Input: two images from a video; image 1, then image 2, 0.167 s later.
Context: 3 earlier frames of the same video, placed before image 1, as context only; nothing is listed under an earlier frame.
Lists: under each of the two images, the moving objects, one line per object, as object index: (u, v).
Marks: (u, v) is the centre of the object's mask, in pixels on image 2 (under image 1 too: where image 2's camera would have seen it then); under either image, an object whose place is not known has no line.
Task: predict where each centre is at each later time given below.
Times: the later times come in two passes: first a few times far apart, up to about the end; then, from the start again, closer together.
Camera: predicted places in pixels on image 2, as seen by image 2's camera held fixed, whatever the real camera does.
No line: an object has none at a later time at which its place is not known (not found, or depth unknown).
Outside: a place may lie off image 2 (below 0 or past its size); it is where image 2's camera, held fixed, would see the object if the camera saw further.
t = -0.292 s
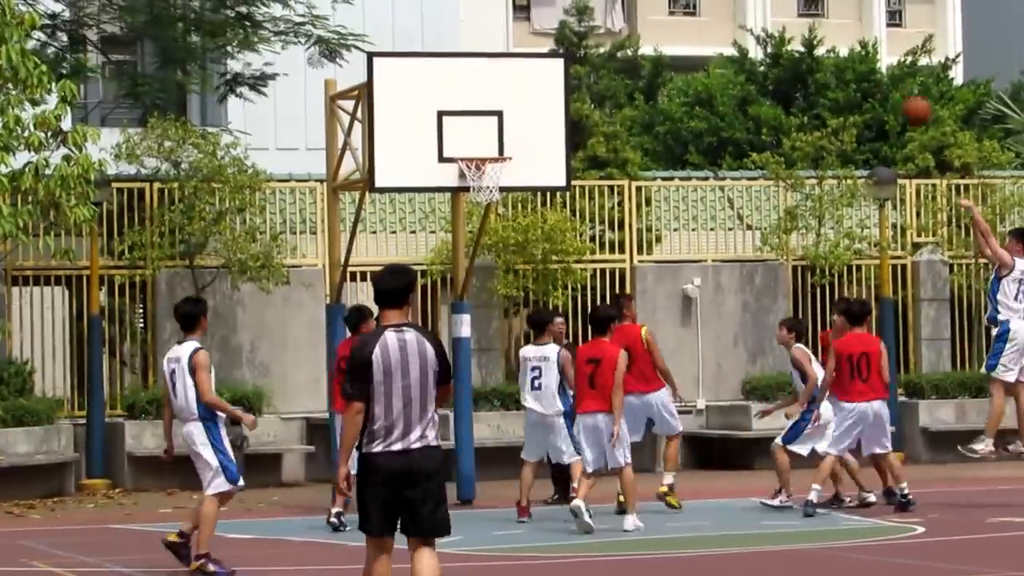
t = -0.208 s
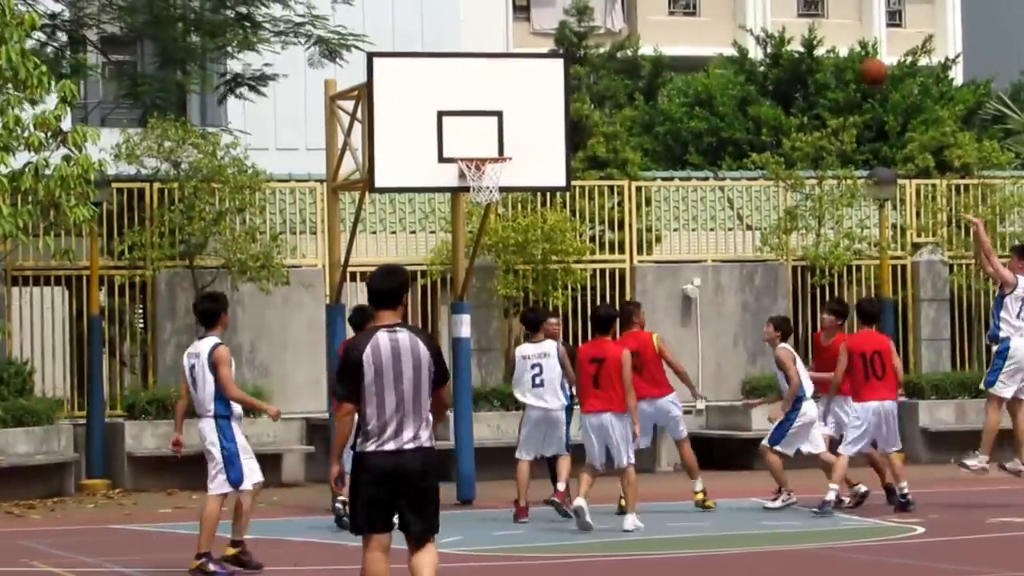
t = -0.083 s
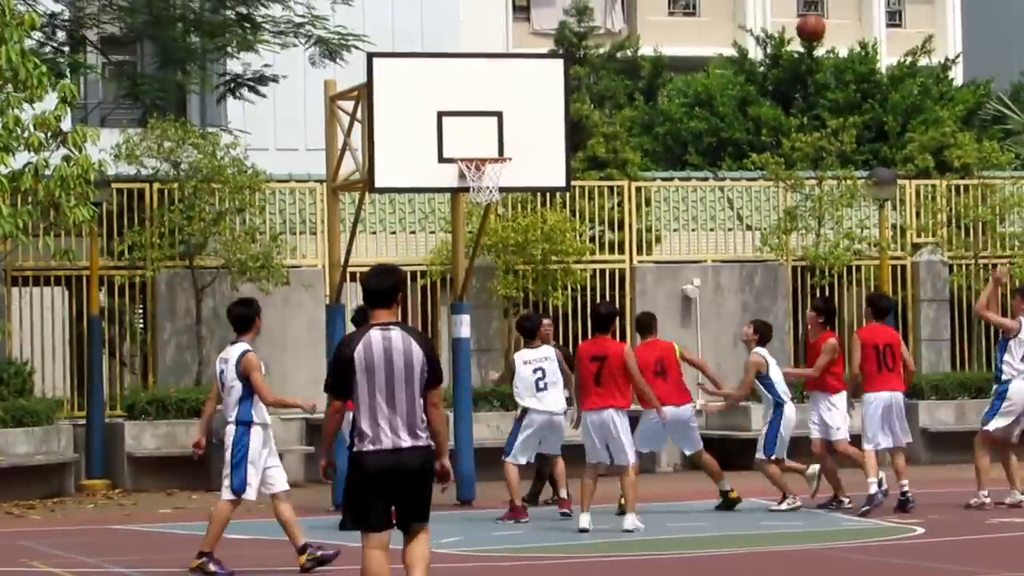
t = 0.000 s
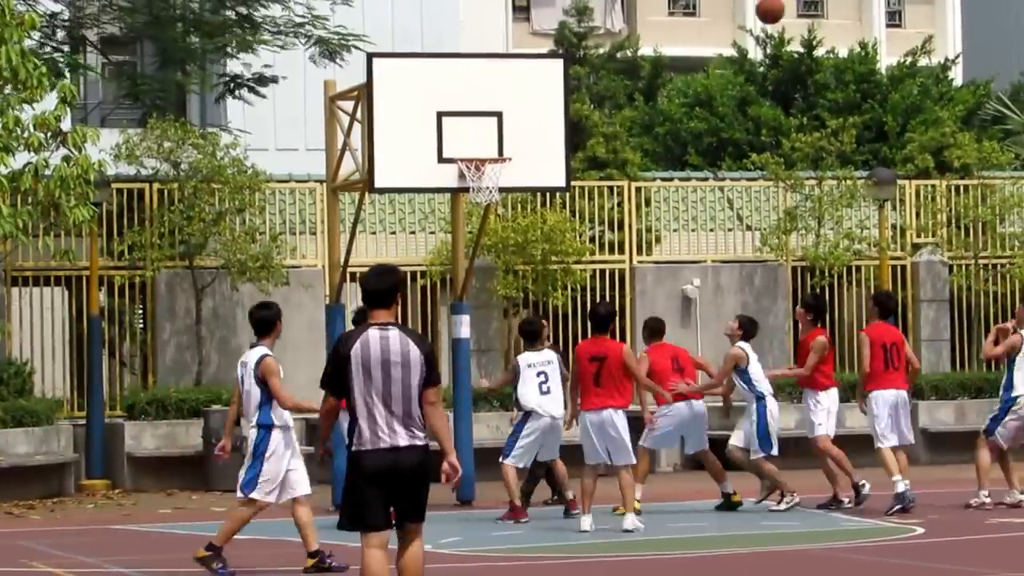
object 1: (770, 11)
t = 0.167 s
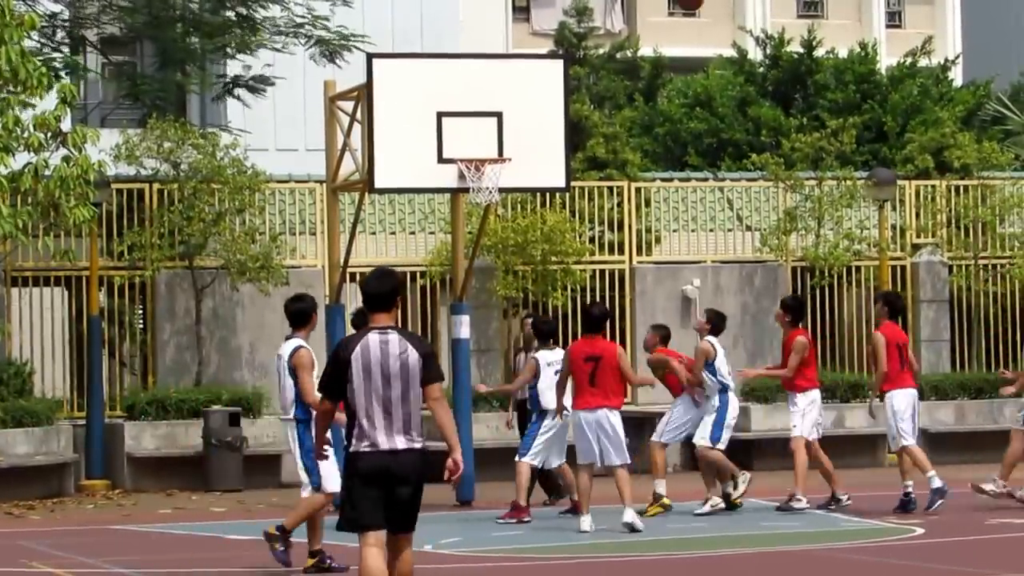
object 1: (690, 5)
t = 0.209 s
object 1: (670, 6)
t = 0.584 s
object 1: (497, 103)
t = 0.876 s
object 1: (504, 86)
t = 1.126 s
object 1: (559, 75)
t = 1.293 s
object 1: (595, 106)
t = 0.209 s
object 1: (670, 6)
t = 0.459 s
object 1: (554, 50)
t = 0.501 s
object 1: (535, 66)
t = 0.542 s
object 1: (516, 84)
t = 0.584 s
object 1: (497, 103)
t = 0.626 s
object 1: (479, 125)
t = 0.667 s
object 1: (461, 147)
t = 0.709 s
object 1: (469, 133)
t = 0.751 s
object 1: (478, 118)
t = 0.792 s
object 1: (487, 106)
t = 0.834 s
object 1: (495, 95)
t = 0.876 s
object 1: (504, 86)
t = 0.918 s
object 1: (513, 80)
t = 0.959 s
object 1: (522, 75)
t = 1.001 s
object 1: (531, 71)
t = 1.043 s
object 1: (540, 71)
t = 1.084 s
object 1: (549, 72)
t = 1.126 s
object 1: (559, 75)
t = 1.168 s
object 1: (568, 80)
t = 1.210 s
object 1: (577, 86)
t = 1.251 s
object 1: (586, 95)
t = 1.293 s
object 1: (595, 106)
